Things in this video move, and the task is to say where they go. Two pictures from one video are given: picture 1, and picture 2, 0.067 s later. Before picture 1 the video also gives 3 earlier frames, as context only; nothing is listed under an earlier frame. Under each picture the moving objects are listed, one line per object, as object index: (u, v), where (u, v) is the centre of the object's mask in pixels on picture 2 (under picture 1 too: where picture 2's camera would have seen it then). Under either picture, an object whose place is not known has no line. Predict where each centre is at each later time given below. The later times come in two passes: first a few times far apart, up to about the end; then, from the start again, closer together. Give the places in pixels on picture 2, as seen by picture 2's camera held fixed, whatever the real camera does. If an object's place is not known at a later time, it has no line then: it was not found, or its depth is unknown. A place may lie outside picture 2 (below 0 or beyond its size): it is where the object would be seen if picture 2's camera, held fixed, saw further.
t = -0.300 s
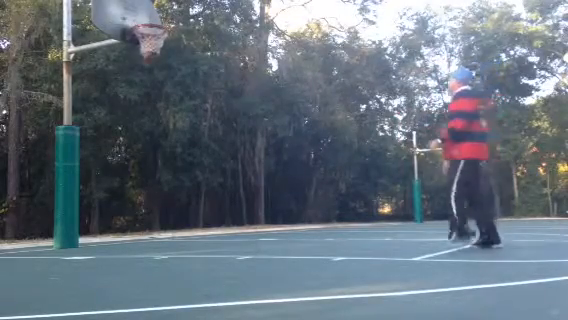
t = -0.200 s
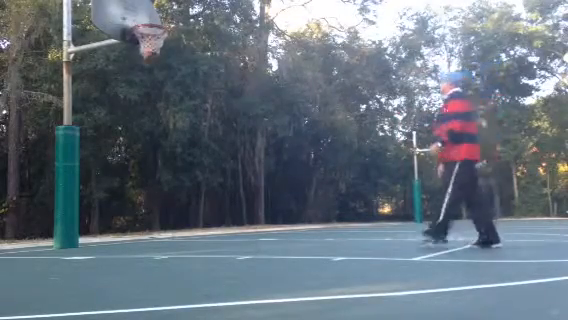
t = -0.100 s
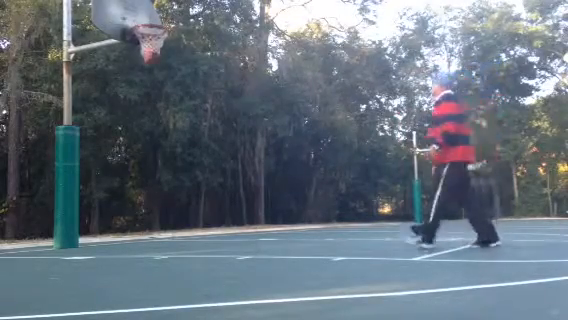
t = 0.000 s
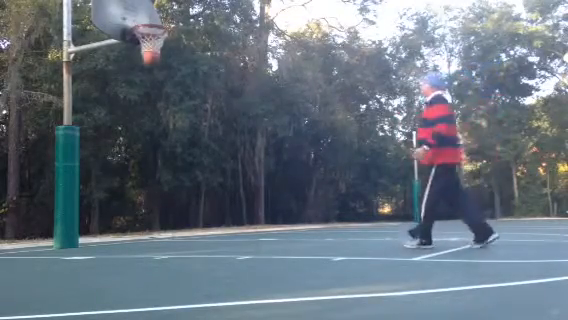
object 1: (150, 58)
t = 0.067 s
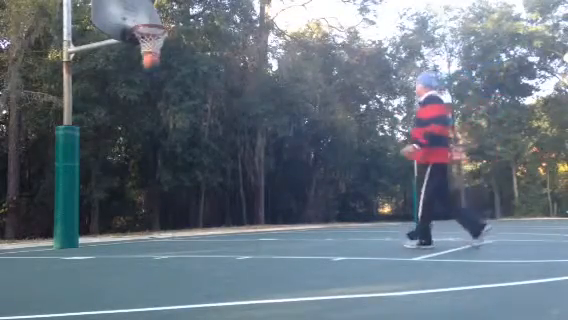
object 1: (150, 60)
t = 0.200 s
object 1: (151, 82)
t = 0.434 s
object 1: (151, 150)
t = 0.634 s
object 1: (151, 239)
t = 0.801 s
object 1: (150, 189)
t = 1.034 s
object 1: (146, 152)
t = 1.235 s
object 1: (144, 150)
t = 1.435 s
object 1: (141, 175)
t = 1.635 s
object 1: (139, 231)
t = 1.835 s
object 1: (137, 203)
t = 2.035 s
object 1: (135, 189)
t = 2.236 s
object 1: (134, 200)
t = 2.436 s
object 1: (131, 236)
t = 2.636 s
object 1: (129, 212)
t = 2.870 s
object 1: (128, 217)
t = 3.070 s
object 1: (127, 231)
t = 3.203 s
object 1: (125, 222)
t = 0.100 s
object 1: (150, 65)
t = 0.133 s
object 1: (151, 70)
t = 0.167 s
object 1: (151, 75)
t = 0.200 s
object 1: (151, 82)
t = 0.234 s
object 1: (151, 89)
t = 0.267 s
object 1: (151, 97)
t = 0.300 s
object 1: (151, 105)
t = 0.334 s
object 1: (151, 116)
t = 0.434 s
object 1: (151, 150)
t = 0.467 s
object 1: (152, 163)
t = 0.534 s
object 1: (151, 191)
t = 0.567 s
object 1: (151, 207)
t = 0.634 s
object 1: (151, 239)
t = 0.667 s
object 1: (151, 227)
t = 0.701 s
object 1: (150, 216)
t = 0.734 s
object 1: (150, 207)
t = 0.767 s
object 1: (150, 198)
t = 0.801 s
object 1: (150, 189)
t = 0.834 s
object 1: (149, 182)
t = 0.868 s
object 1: (149, 175)
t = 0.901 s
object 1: (148, 169)
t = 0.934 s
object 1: (147, 164)
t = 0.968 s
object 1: (147, 160)
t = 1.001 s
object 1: (147, 157)
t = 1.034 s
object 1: (146, 152)
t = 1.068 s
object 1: (146, 150)
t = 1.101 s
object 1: (146, 149)
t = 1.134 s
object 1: (145, 148)
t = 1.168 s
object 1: (145, 148)
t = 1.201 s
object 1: (145, 148)
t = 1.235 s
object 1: (144, 150)
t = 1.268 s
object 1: (144, 152)
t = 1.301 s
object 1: (143, 154)
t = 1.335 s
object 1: (143, 159)
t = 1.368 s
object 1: (142, 164)
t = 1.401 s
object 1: (142, 169)
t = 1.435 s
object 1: (141, 175)
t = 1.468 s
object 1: (141, 182)
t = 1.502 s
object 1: (141, 189)
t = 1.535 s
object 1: (140, 199)
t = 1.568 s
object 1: (140, 209)
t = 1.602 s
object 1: (139, 219)
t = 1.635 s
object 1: (139, 231)
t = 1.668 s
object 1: (138, 237)
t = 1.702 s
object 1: (138, 228)
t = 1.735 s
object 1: (138, 220)
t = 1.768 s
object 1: (138, 214)
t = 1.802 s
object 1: (137, 208)
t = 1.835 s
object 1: (137, 203)
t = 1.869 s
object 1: (137, 199)
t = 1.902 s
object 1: (137, 195)
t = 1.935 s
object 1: (136, 193)
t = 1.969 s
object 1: (135, 191)
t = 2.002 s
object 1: (135, 189)
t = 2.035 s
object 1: (135, 189)
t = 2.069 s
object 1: (135, 189)
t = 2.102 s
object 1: (135, 190)
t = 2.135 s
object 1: (134, 192)
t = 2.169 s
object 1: (134, 193)
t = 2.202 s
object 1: (134, 197)
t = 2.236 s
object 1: (134, 200)
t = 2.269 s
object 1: (133, 205)
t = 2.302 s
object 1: (132, 211)
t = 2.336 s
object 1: (132, 217)
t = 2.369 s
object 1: (130, 225)
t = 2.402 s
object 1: (131, 233)
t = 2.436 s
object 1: (131, 236)
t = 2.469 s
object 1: (130, 231)
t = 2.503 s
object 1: (130, 225)
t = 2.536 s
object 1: (130, 223)
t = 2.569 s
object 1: (130, 217)
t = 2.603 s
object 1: (129, 215)
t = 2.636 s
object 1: (129, 212)
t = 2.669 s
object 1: (129, 211)
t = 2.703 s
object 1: (129, 211)
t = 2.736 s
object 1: (129, 211)
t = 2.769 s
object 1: (129, 211)
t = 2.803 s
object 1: (129, 212)
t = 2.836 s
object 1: (128, 214)
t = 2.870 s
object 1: (128, 217)
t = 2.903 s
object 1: (127, 220)
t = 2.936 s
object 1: (127, 225)
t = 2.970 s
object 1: (127, 232)
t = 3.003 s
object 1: (127, 238)
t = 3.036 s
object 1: (127, 235)
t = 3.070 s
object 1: (127, 231)
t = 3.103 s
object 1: (126, 227)
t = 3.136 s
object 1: (125, 224)
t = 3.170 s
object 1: (125, 222)
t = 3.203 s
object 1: (125, 222)
